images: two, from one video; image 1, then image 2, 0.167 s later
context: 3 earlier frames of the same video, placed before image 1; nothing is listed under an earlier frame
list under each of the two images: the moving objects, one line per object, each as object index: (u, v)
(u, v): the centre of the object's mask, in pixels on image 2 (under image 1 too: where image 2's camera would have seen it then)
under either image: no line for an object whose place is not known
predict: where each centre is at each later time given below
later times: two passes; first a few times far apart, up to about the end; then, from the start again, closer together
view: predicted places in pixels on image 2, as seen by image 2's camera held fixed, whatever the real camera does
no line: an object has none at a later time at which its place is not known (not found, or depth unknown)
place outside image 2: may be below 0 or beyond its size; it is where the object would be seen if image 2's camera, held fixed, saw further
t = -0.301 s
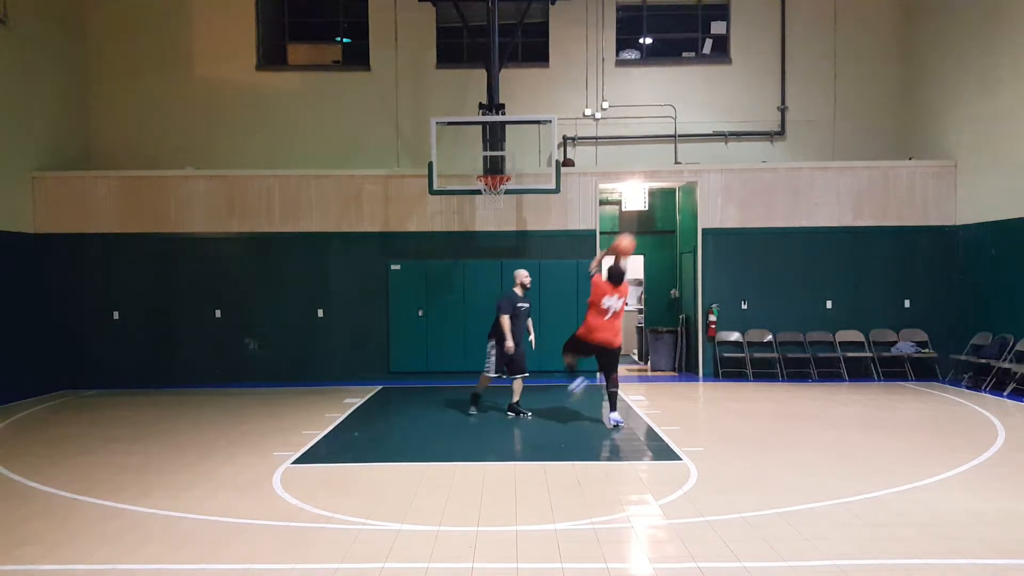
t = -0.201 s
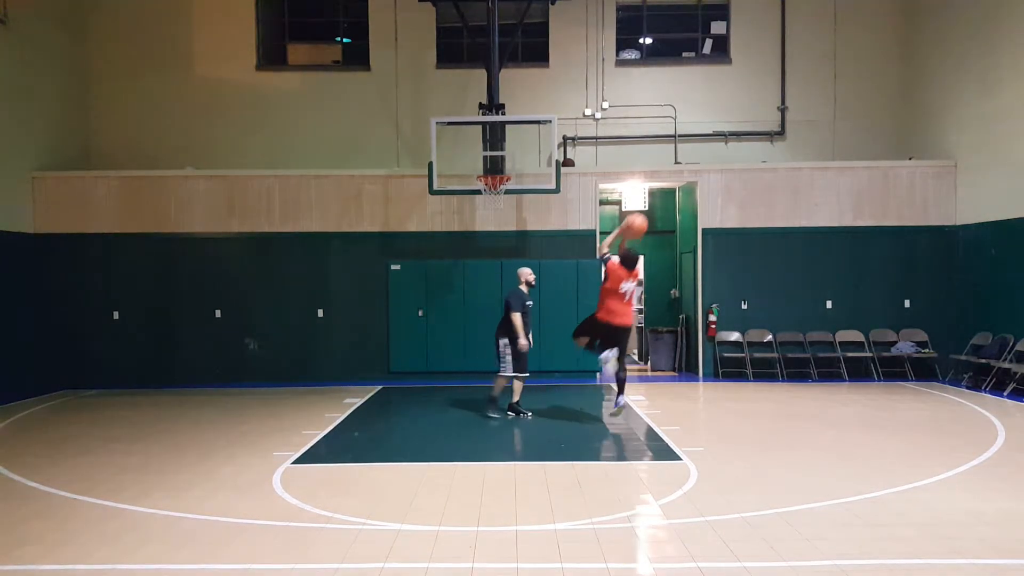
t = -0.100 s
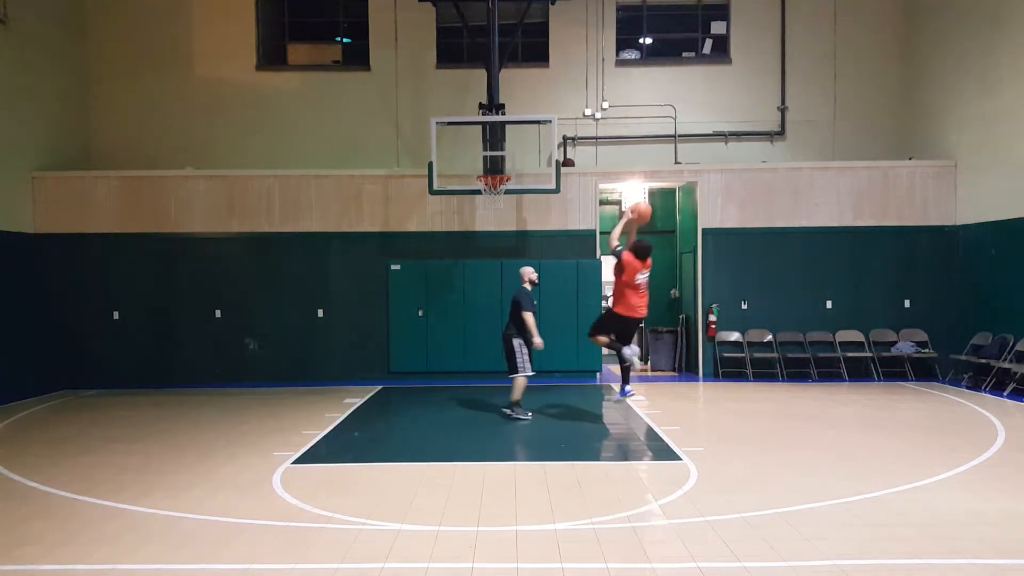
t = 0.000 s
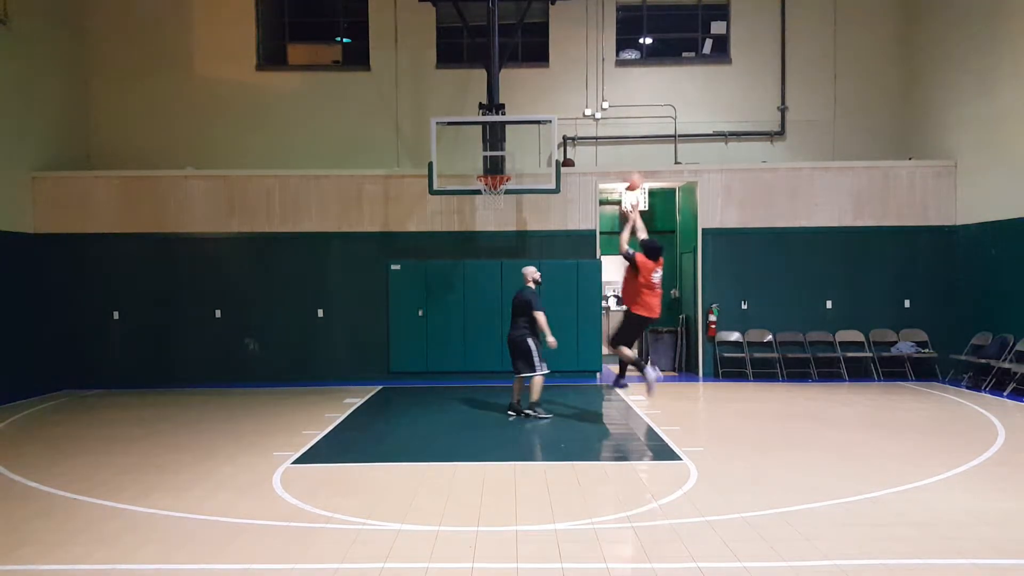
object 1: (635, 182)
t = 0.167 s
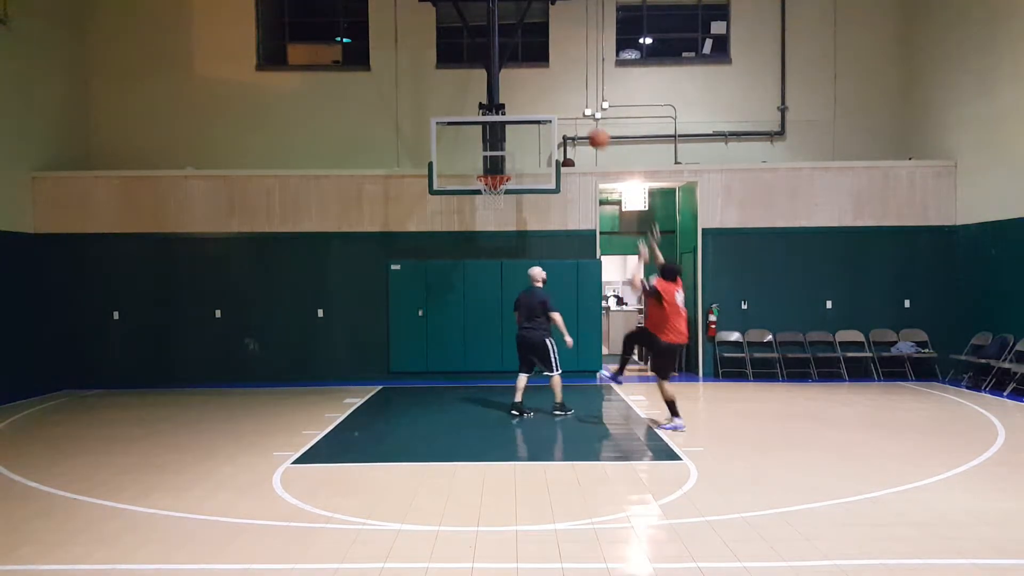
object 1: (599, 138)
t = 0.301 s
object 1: (572, 120)
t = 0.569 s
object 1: (528, 127)
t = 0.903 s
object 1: (493, 183)
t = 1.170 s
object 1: (496, 289)
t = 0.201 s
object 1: (592, 132)
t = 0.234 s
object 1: (585, 127)
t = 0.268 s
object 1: (579, 123)
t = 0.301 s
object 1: (572, 120)
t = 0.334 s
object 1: (566, 118)
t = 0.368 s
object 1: (560, 116)
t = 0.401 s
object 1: (554, 116)
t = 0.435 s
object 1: (549, 117)
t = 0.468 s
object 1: (544, 118)
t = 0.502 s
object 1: (538, 120)
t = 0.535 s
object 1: (533, 123)
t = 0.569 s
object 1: (528, 127)
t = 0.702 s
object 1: (509, 151)
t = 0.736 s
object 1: (503, 159)
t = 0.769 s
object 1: (499, 166)
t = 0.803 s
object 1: (495, 170)
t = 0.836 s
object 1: (493, 183)
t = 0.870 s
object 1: (493, 184)
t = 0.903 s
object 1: (493, 183)
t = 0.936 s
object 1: (492, 210)
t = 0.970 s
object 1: (493, 216)
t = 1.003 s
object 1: (493, 226)
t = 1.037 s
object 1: (495, 238)
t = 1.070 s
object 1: (496, 248)
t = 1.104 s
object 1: (495, 261)
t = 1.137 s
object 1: (496, 275)
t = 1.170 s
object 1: (496, 289)
